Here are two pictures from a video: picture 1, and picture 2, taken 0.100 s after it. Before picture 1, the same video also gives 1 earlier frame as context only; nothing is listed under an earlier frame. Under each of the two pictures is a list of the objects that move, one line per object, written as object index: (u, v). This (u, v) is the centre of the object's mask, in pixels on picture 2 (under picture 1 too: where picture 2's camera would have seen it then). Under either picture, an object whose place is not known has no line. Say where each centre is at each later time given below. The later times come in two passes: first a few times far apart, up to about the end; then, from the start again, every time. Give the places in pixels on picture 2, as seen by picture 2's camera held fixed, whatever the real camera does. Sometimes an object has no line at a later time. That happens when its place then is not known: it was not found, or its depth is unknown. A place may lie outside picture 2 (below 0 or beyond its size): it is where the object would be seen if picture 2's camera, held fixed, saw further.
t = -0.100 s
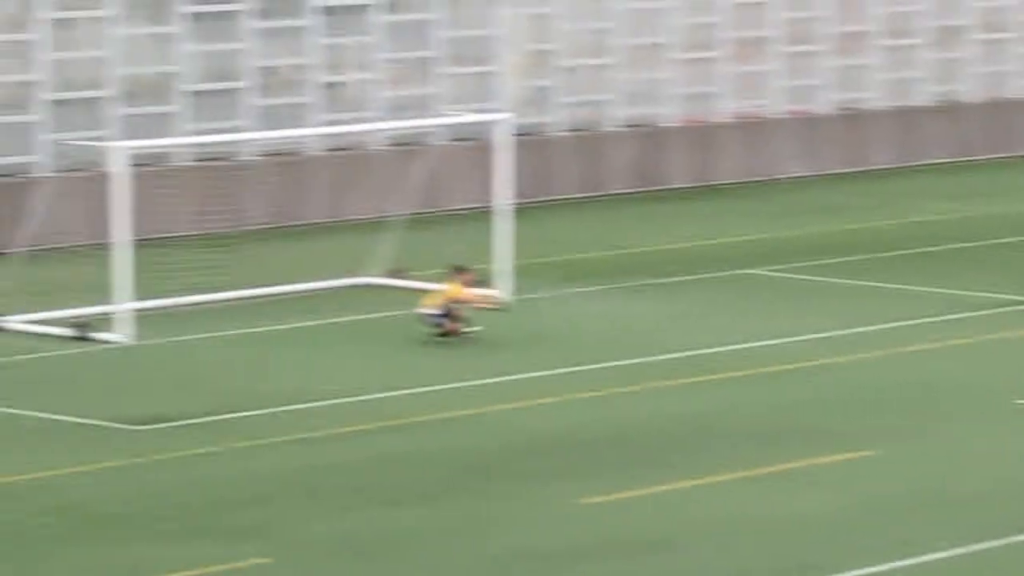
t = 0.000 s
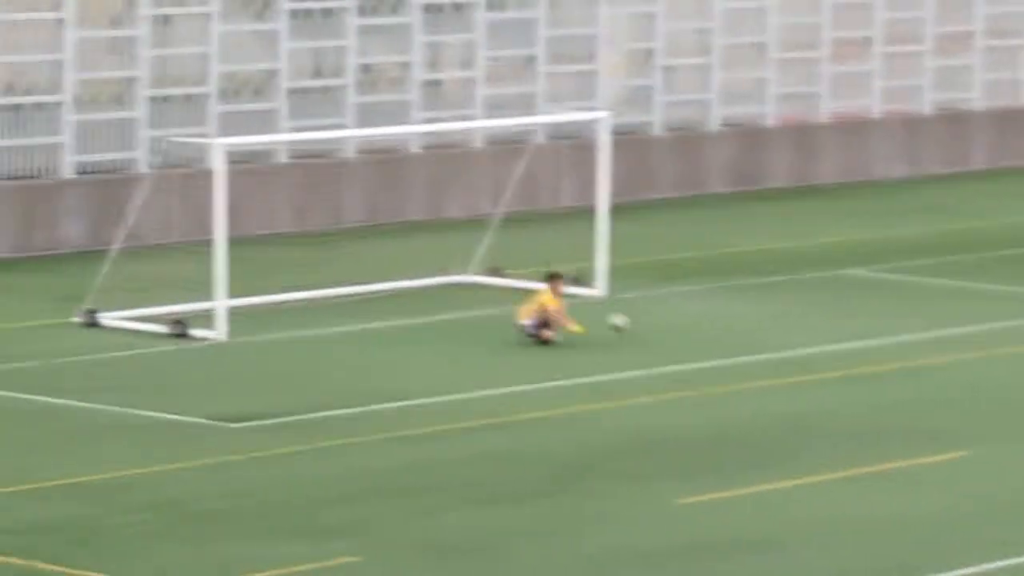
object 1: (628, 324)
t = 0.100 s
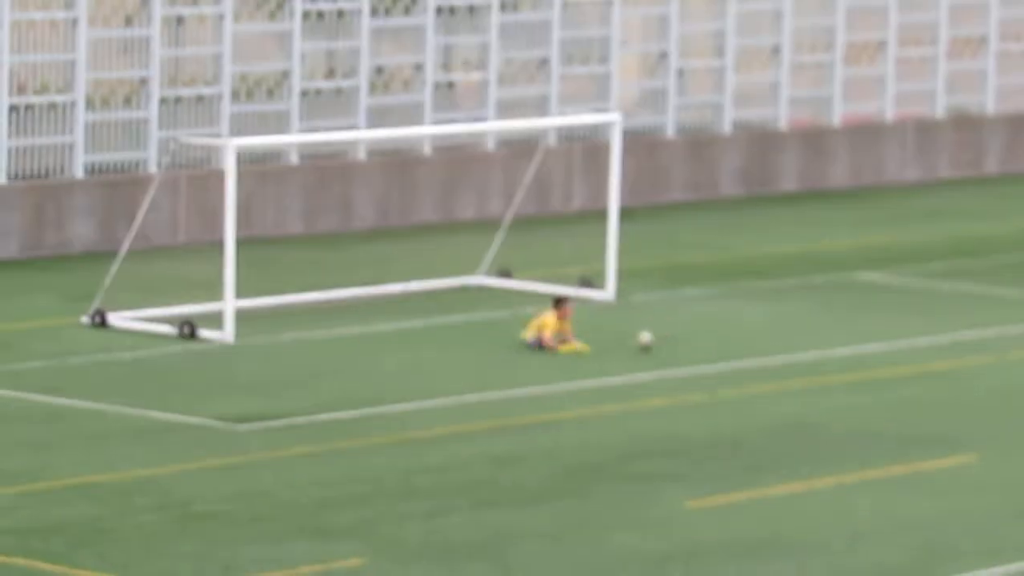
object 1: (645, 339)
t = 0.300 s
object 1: (689, 320)
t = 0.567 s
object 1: (746, 345)
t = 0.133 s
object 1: (652, 333)
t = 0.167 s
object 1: (660, 329)
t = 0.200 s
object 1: (667, 326)
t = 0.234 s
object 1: (675, 323)
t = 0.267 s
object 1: (682, 321)
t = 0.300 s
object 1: (689, 320)
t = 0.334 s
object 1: (697, 320)
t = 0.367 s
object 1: (703, 321)
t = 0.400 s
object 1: (711, 323)
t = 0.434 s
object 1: (718, 326)
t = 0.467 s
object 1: (725, 330)
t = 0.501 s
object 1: (733, 334)
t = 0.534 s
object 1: (739, 338)
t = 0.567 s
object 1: (746, 345)
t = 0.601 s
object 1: (753, 352)
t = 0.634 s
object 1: (760, 357)
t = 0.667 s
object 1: (767, 352)
